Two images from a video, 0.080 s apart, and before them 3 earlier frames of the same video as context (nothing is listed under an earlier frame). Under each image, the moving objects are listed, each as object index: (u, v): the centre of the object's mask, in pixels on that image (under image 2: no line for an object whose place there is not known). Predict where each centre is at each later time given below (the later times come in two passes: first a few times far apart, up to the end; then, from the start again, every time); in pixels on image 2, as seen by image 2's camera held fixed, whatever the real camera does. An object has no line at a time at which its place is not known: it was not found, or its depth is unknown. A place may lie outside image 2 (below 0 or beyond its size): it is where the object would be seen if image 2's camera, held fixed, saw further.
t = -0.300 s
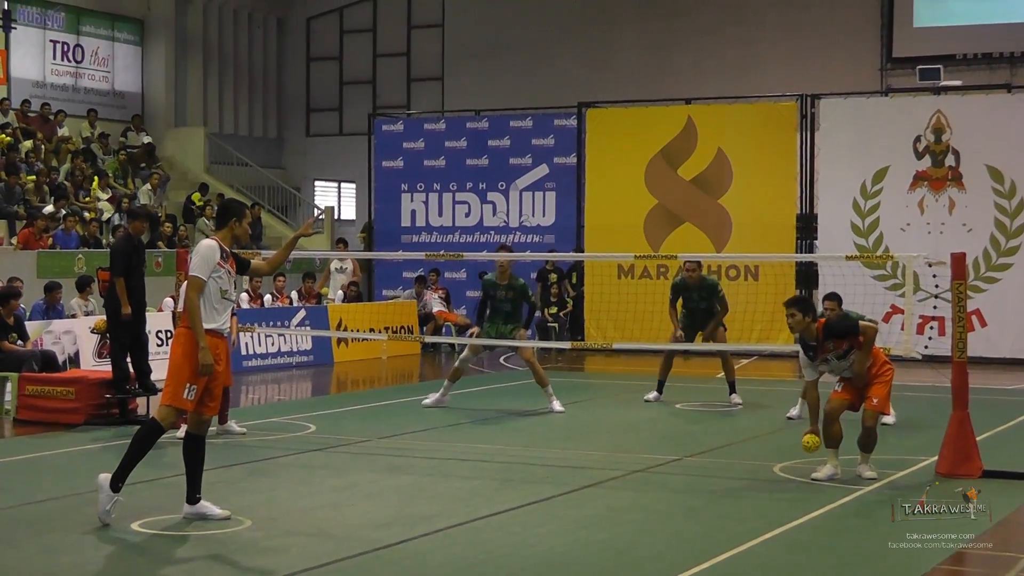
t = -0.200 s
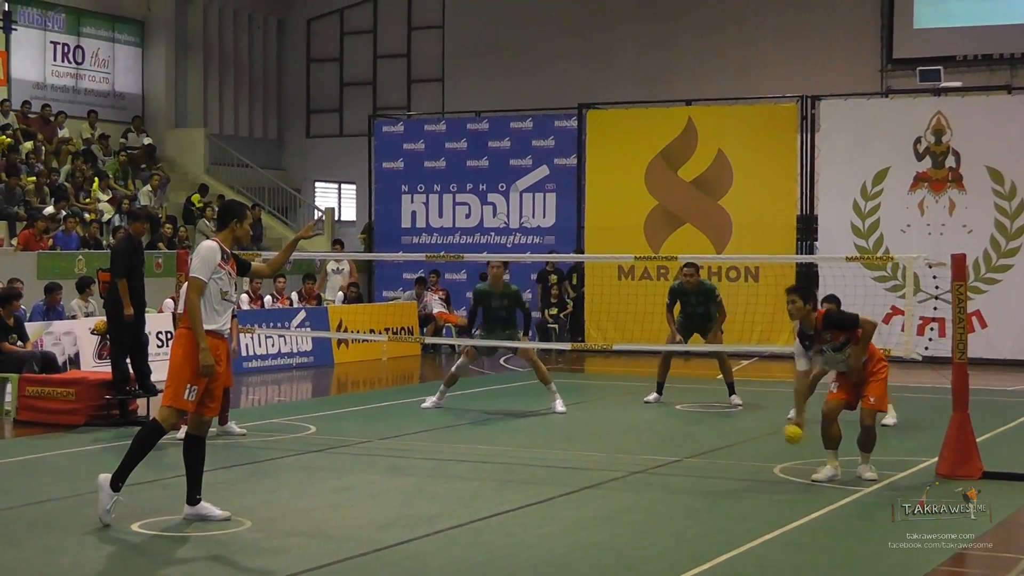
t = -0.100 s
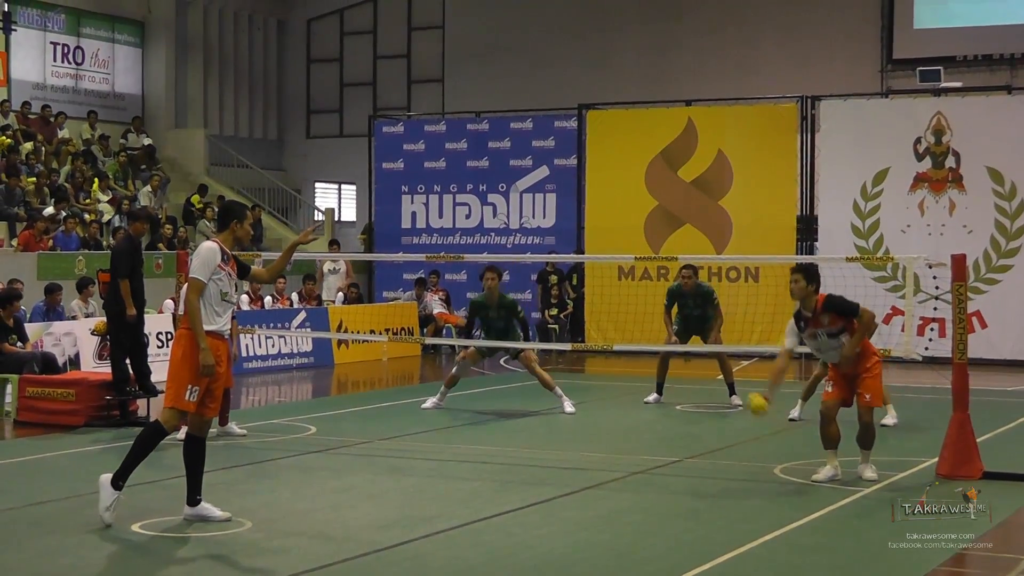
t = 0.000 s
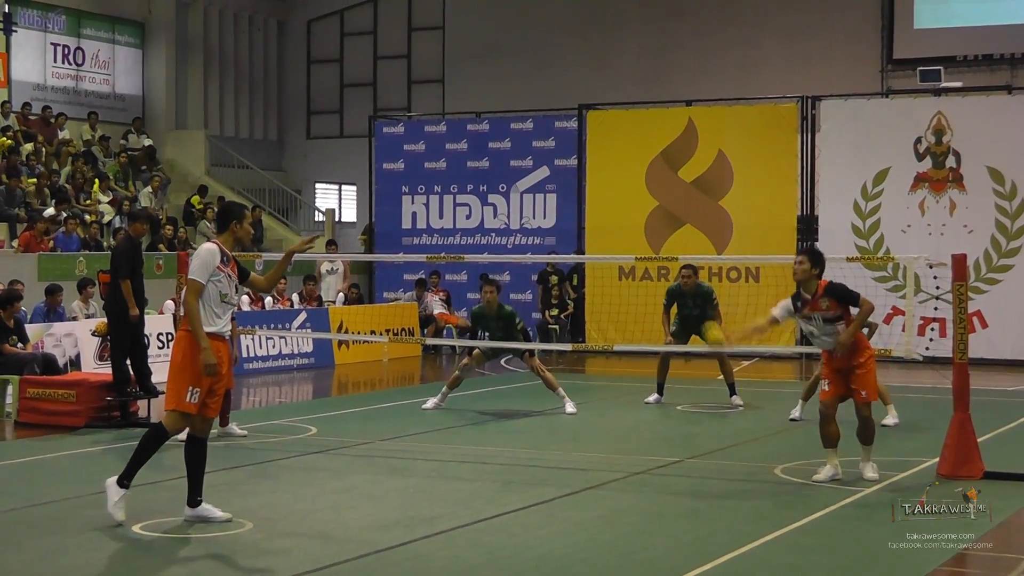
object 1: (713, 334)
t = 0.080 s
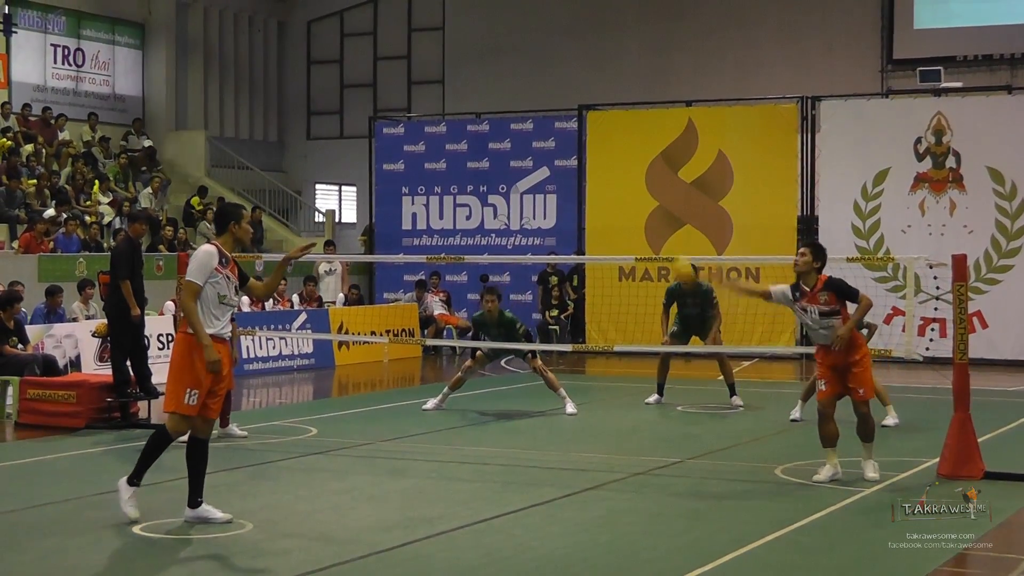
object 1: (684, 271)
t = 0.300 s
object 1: (595, 125)
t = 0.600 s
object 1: (467, 41)
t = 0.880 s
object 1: (342, 89)
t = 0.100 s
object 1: (673, 252)
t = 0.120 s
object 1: (667, 238)
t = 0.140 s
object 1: (659, 221)
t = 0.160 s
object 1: (651, 209)
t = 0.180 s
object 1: (644, 198)
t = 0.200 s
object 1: (636, 185)
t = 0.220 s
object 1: (627, 172)
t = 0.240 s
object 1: (619, 160)
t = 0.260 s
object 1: (611, 147)
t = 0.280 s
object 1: (602, 136)
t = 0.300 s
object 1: (595, 125)
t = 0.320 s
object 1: (586, 116)
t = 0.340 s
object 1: (578, 107)
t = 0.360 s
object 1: (570, 98)
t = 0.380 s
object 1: (562, 90)
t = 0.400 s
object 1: (553, 82)
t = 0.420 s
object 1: (544, 75)
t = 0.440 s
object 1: (536, 69)
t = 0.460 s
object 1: (528, 64)
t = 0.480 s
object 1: (519, 58)
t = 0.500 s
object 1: (511, 54)
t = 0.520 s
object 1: (502, 50)
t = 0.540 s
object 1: (493, 47)
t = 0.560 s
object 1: (485, 45)
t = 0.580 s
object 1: (476, 42)
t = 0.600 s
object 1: (467, 41)
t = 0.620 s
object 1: (459, 40)
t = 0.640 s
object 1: (450, 40)
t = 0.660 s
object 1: (441, 41)
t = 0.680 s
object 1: (432, 42)
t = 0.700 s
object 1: (423, 43)
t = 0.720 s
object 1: (414, 46)
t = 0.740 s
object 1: (405, 49)
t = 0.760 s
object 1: (396, 53)
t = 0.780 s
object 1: (387, 57)
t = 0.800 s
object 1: (378, 62)
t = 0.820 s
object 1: (369, 68)
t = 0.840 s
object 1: (361, 75)
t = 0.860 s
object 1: (351, 81)
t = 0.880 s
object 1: (342, 89)
